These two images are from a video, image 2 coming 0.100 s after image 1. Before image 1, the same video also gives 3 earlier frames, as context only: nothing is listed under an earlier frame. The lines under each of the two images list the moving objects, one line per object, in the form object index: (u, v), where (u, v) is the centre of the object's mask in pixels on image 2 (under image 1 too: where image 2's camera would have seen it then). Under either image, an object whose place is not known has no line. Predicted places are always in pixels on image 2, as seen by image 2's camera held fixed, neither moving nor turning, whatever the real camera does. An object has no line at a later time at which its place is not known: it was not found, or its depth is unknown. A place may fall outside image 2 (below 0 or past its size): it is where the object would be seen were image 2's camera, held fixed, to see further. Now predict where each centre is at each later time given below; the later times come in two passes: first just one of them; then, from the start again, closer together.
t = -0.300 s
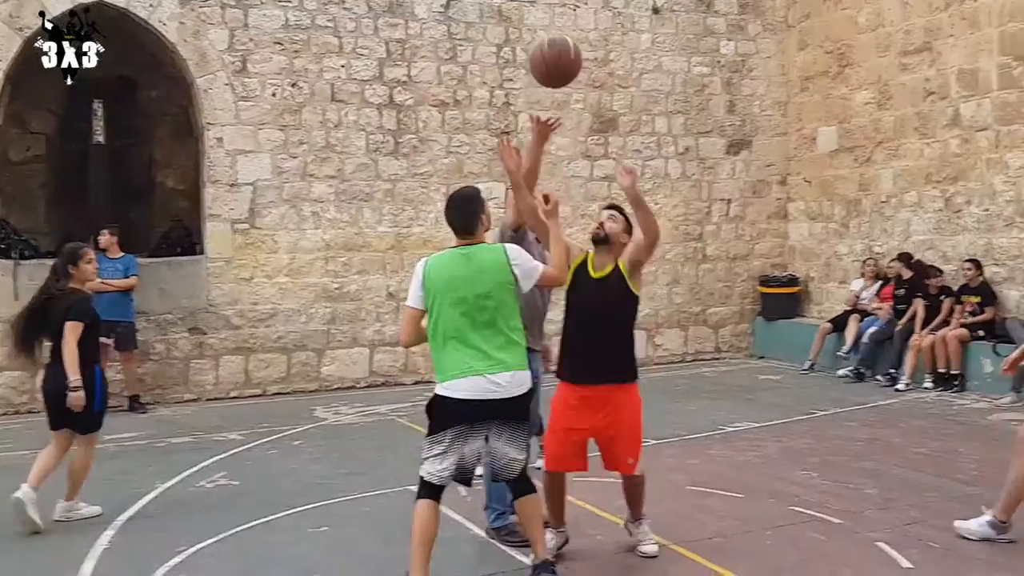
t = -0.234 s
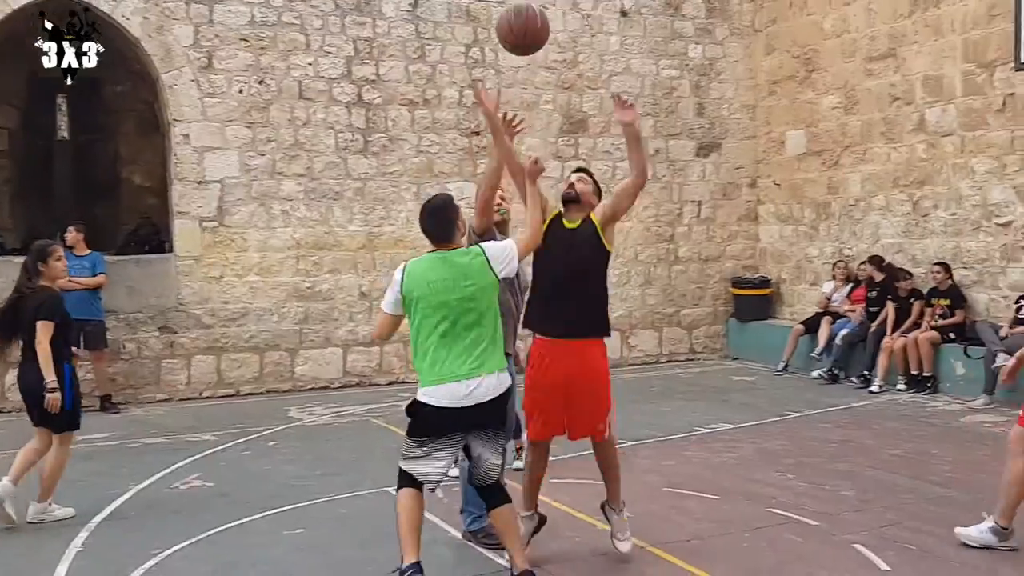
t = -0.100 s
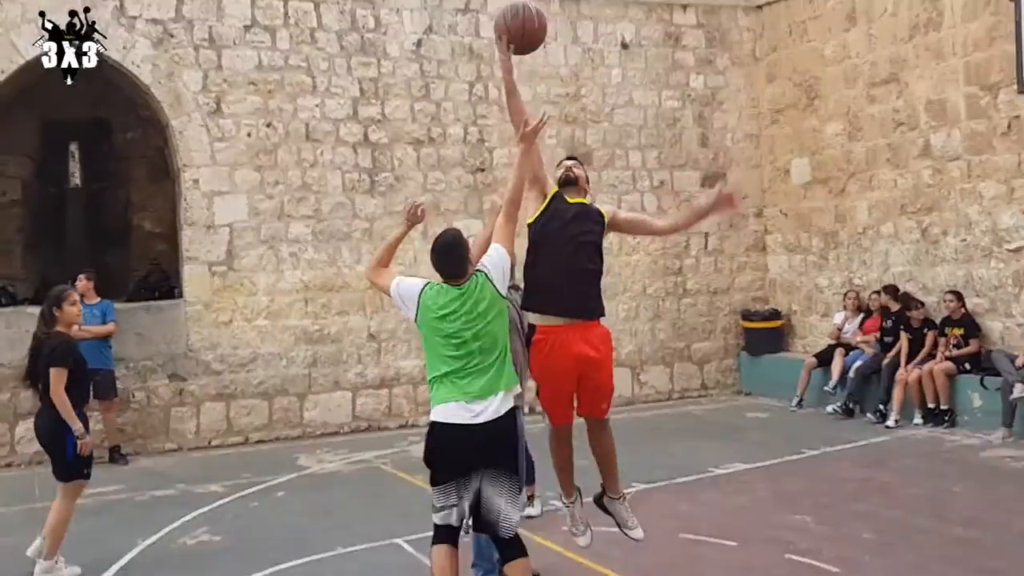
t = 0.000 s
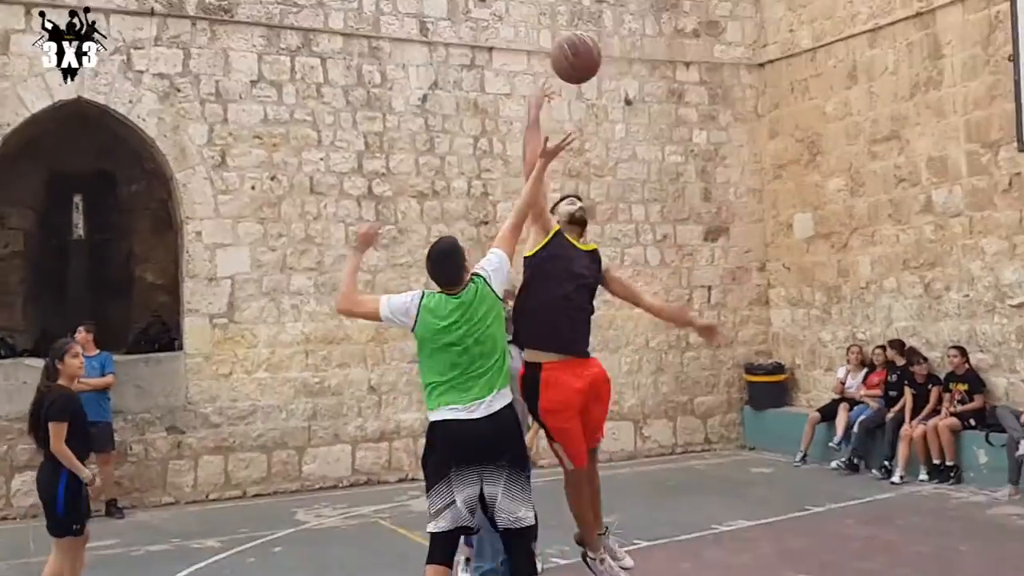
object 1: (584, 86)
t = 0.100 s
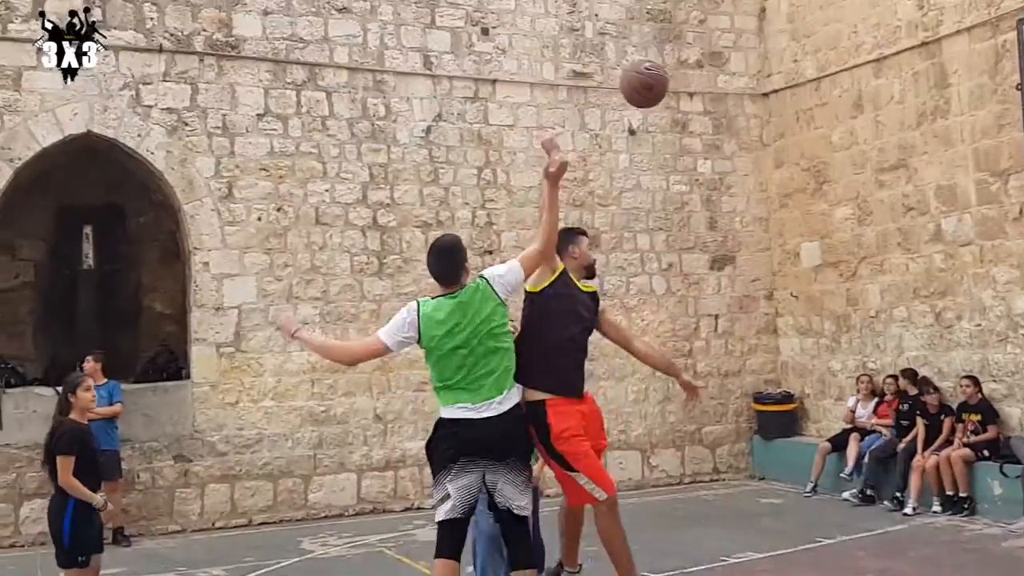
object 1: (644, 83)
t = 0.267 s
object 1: (747, 113)
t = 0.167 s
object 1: (686, 91)
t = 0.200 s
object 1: (708, 97)
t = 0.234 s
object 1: (728, 104)
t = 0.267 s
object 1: (747, 113)
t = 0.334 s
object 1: (787, 140)
